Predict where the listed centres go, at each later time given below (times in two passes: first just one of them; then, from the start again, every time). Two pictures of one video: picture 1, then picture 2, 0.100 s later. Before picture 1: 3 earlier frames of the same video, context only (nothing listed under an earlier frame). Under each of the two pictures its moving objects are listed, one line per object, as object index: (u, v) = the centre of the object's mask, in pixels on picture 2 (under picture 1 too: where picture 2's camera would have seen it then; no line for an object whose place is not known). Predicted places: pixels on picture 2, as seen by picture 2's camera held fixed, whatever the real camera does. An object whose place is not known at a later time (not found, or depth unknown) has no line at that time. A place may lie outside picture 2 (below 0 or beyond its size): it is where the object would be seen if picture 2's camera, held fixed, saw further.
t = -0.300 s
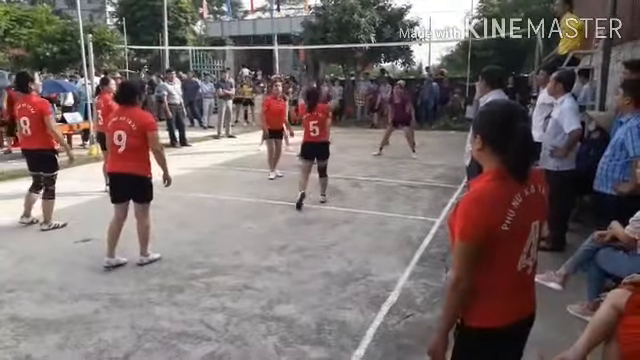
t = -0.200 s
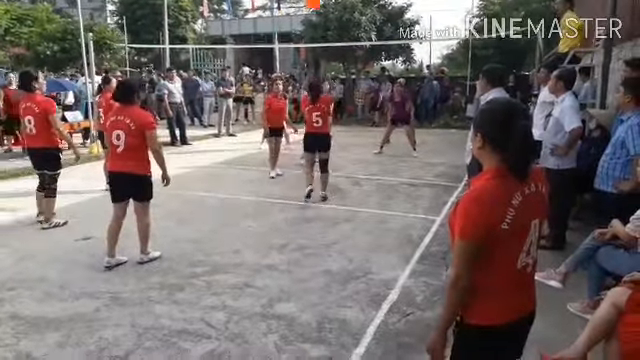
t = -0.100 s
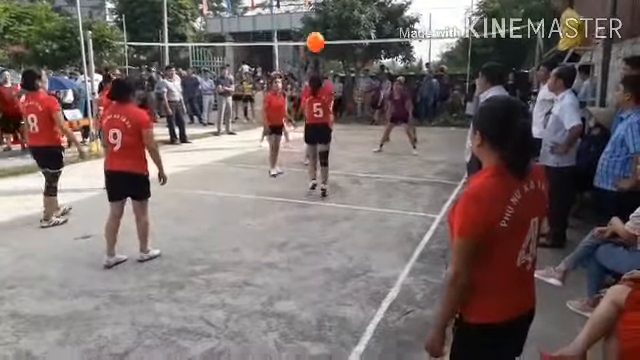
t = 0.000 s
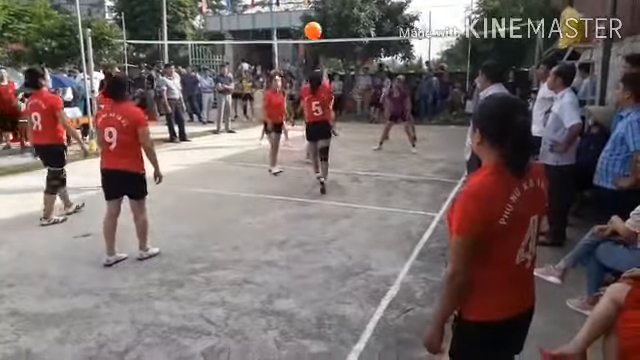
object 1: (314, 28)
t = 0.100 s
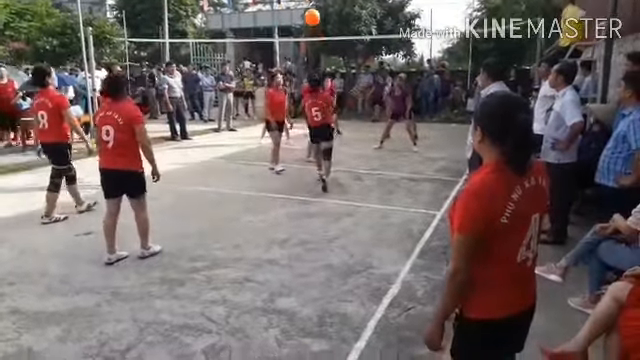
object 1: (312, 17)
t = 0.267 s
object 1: (309, 17)
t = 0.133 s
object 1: (311, 15)
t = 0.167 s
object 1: (311, 15)
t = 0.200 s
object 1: (311, 15)
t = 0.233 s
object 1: (310, 15)
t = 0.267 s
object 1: (309, 17)
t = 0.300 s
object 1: (309, 19)
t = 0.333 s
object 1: (308, 21)
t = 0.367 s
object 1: (307, 24)
